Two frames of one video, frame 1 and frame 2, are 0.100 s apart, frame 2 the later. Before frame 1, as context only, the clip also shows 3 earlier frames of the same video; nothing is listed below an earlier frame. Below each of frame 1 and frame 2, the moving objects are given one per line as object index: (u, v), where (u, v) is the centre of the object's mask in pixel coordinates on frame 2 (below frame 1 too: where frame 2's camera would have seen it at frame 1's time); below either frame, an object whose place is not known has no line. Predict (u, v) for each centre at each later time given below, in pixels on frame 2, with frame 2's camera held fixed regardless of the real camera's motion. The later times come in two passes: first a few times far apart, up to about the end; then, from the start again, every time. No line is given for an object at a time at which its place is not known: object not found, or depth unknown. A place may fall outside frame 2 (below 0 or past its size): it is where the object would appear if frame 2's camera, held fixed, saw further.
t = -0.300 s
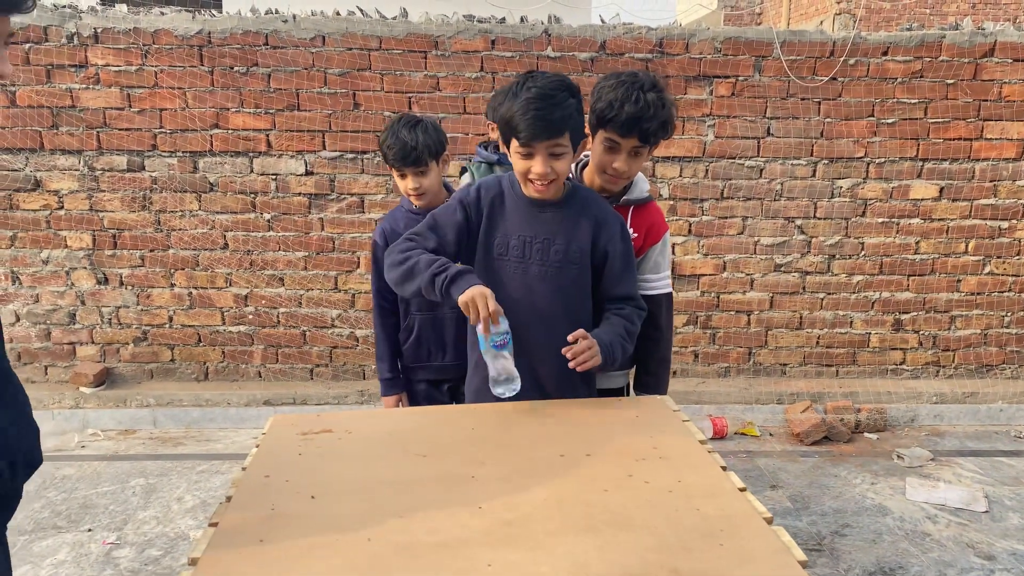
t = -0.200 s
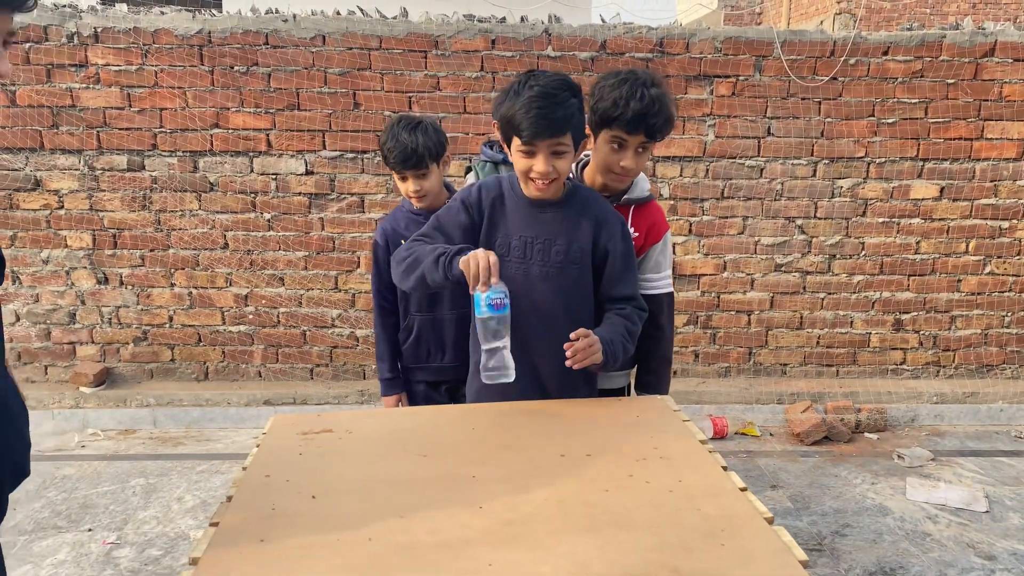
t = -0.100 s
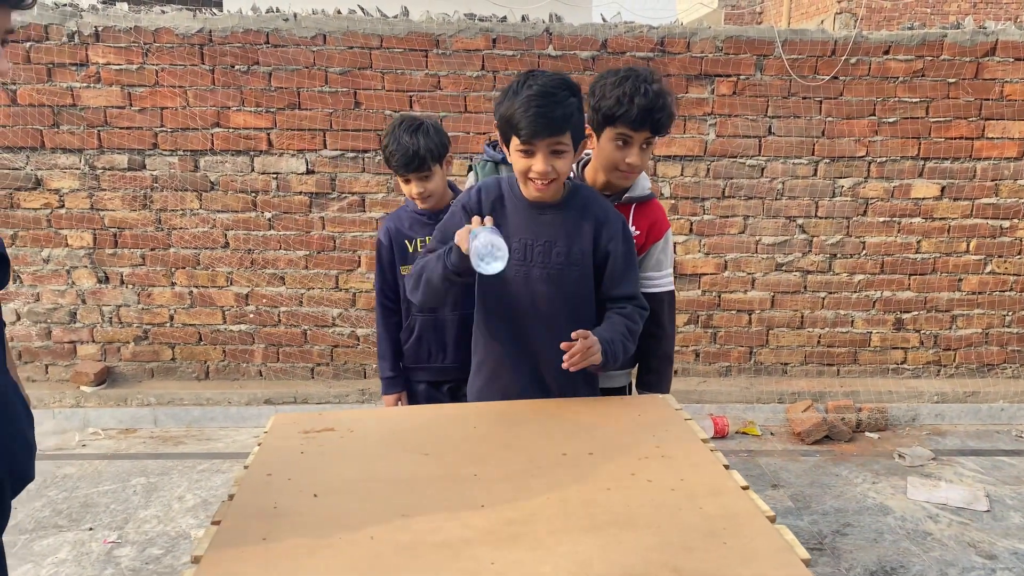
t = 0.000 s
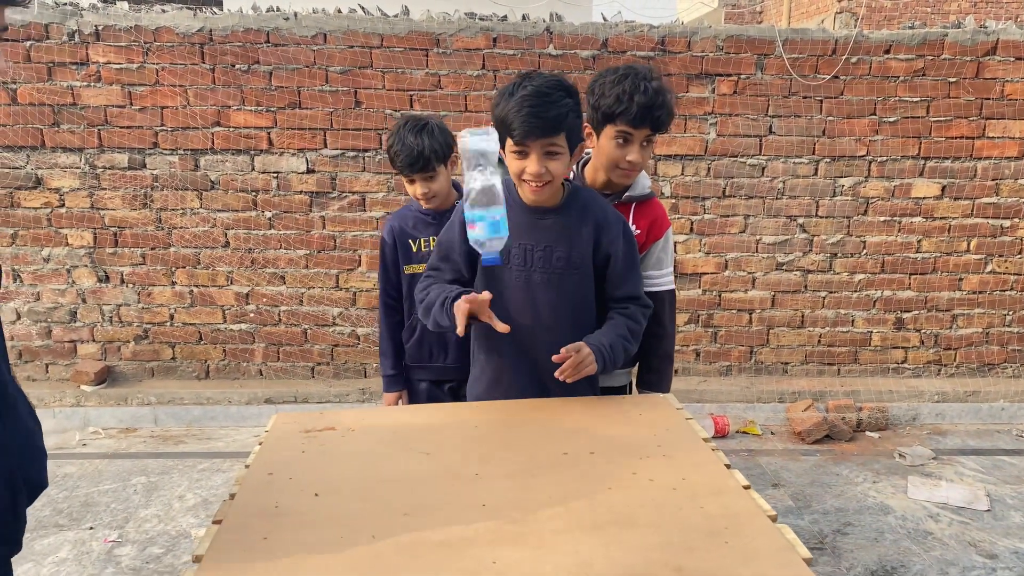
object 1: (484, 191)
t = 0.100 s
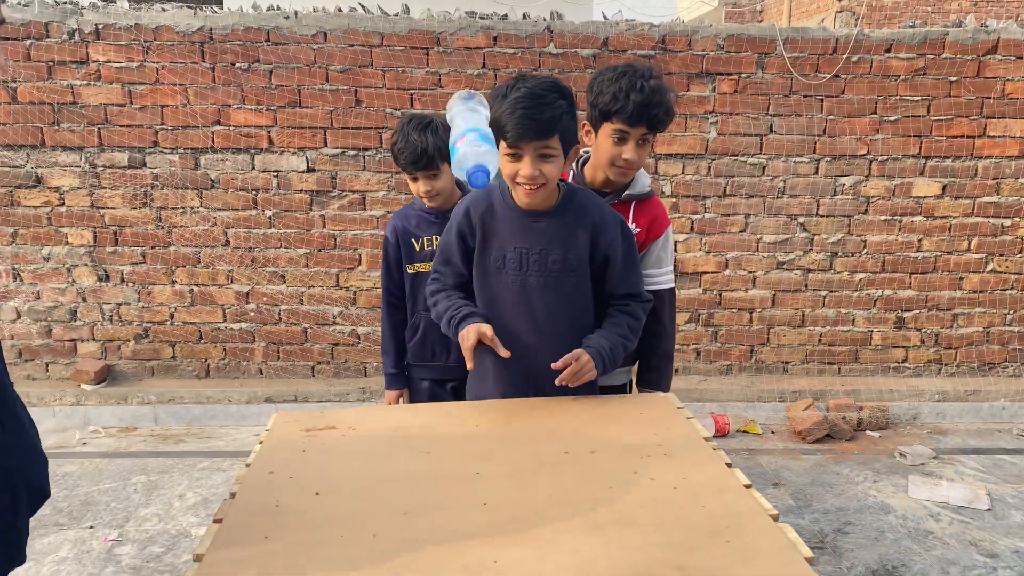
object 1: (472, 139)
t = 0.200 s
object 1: (457, 147)
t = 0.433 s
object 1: (419, 505)
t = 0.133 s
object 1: (467, 134)
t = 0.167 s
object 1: (463, 134)
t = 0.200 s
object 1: (457, 147)
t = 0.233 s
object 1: (452, 169)
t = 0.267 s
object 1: (446, 200)
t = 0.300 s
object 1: (441, 241)
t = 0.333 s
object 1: (436, 292)
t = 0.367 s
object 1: (430, 353)
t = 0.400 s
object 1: (425, 425)
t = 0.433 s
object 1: (419, 505)
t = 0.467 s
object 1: (411, 502)
